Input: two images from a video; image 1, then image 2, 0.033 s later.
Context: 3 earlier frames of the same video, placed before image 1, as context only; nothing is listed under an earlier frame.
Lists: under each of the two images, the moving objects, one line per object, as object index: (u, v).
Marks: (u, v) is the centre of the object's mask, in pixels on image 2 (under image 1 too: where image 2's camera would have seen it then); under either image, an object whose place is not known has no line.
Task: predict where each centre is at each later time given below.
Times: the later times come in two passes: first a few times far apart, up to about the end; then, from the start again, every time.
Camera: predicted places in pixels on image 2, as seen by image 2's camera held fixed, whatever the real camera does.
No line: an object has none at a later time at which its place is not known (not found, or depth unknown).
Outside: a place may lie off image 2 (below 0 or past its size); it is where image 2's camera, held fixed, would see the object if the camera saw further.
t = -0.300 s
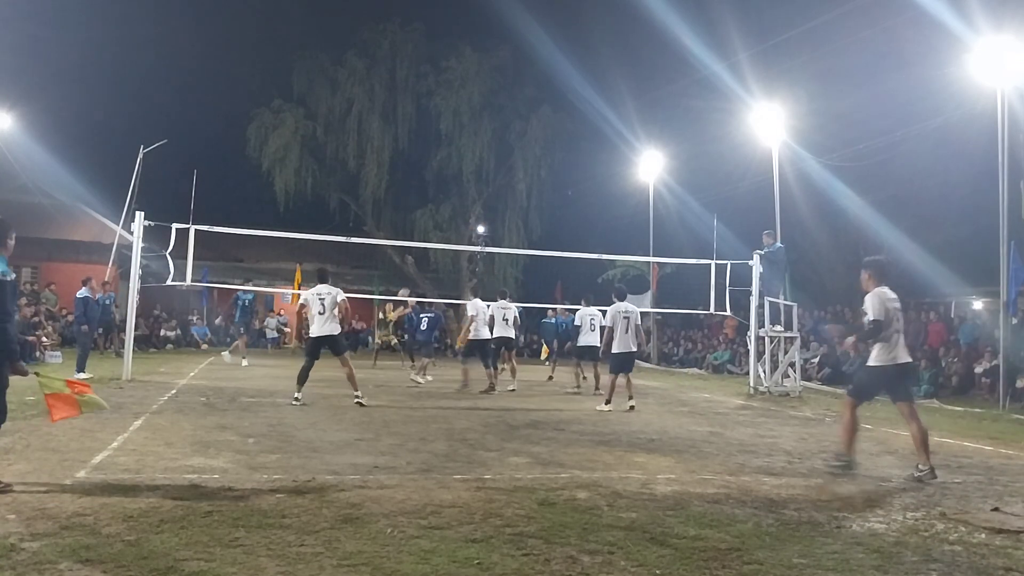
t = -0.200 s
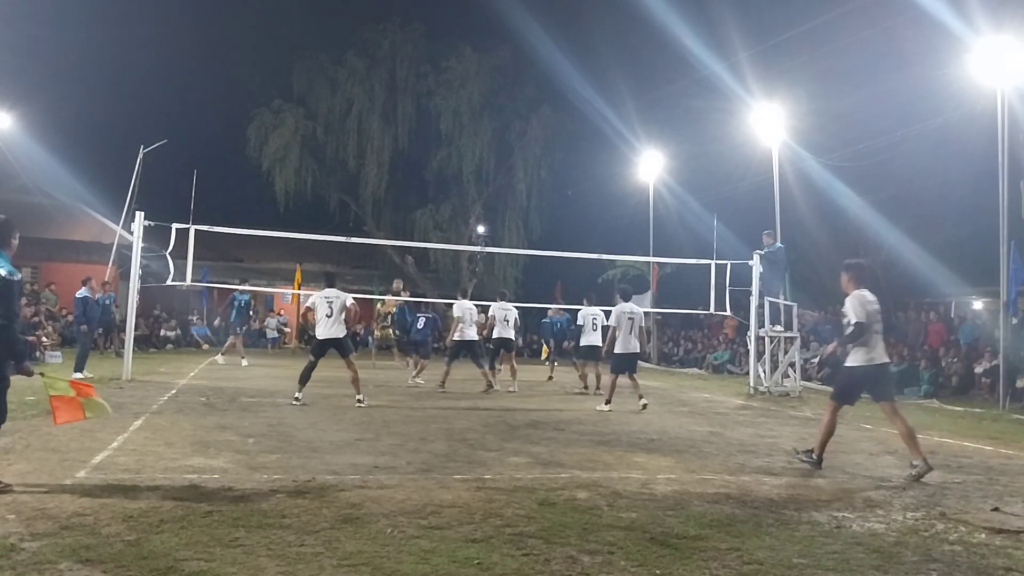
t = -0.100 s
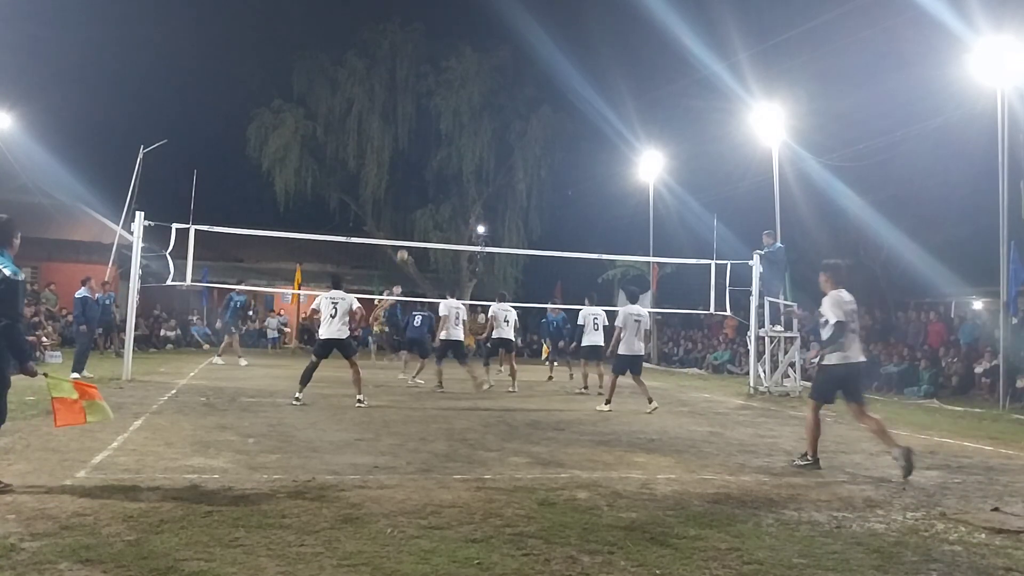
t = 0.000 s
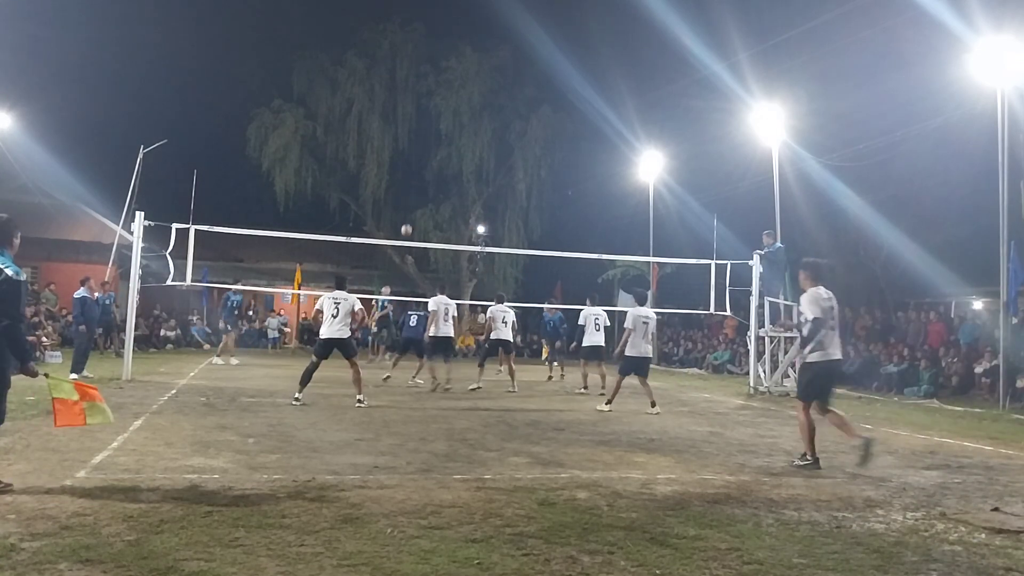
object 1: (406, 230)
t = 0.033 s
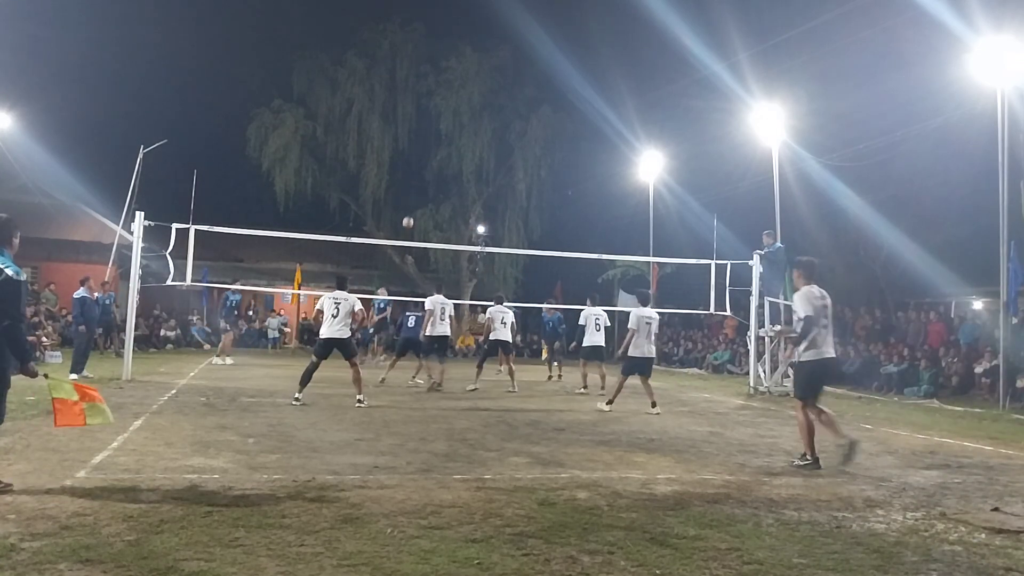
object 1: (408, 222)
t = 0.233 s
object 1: (416, 186)
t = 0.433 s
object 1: (424, 167)
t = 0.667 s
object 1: (432, 167)
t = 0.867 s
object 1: (439, 189)
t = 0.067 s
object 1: (409, 215)
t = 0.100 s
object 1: (411, 208)
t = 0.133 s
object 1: (412, 202)
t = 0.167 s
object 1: (413, 196)
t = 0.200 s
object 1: (415, 191)
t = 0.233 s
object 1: (416, 186)
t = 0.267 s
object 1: (417, 181)
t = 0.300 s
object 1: (419, 178)
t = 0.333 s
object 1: (420, 174)
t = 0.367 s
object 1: (421, 171)
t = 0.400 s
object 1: (422, 168)
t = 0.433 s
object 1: (424, 167)
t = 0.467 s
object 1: (425, 165)
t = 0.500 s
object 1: (426, 164)
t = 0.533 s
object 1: (427, 164)
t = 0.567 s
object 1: (429, 163)
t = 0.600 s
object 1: (430, 164)
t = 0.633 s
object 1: (431, 165)
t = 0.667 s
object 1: (432, 167)
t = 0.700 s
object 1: (433, 170)
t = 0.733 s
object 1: (435, 172)
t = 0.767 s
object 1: (436, 176)
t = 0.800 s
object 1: (437, 180)
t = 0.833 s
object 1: (438, 184)
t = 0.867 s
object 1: (439, 189)
